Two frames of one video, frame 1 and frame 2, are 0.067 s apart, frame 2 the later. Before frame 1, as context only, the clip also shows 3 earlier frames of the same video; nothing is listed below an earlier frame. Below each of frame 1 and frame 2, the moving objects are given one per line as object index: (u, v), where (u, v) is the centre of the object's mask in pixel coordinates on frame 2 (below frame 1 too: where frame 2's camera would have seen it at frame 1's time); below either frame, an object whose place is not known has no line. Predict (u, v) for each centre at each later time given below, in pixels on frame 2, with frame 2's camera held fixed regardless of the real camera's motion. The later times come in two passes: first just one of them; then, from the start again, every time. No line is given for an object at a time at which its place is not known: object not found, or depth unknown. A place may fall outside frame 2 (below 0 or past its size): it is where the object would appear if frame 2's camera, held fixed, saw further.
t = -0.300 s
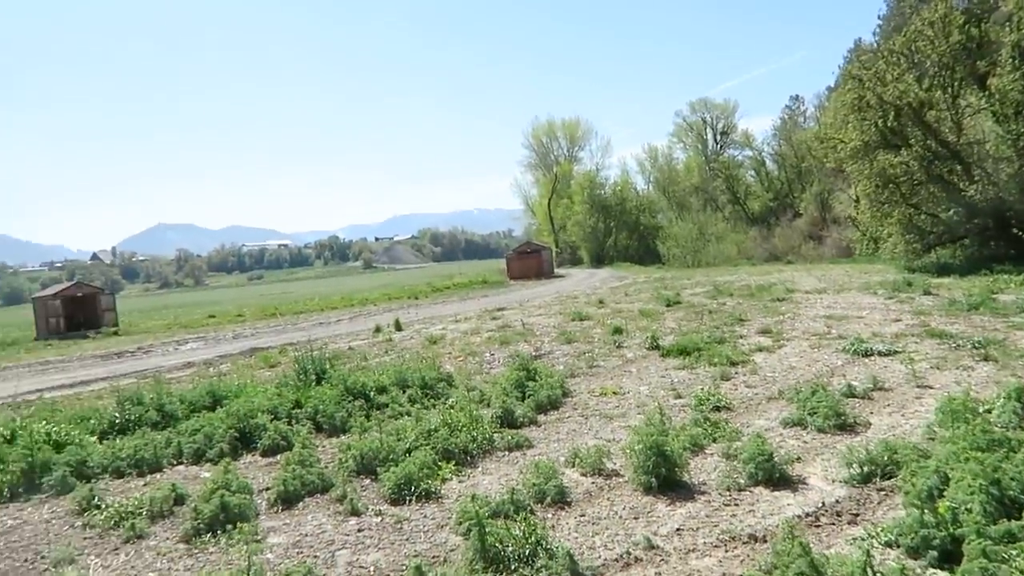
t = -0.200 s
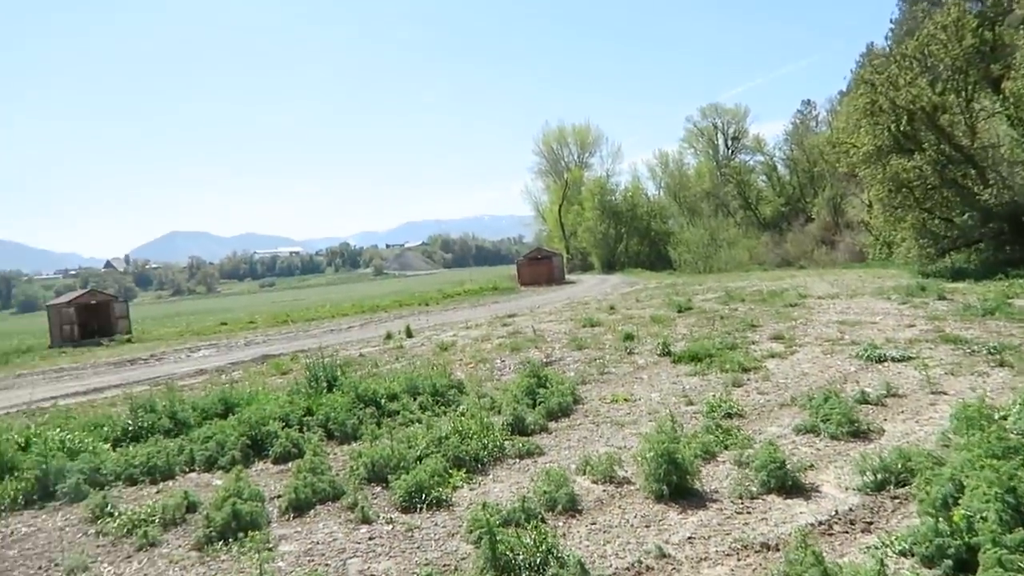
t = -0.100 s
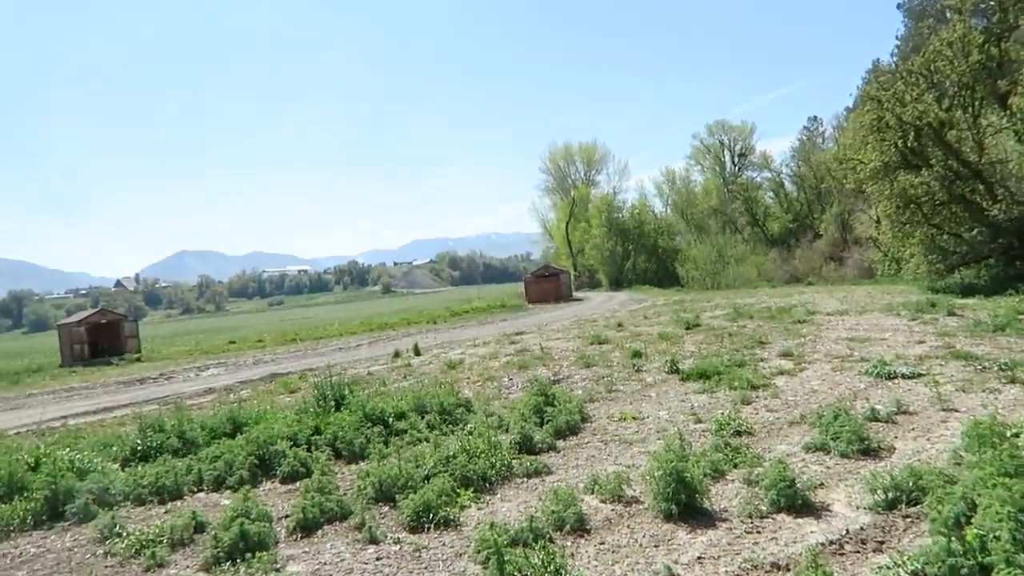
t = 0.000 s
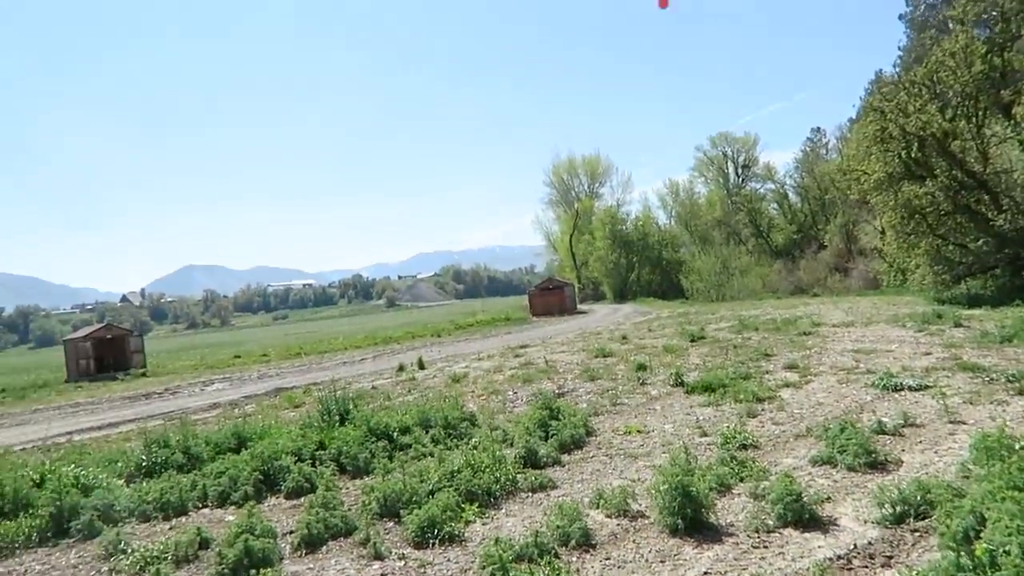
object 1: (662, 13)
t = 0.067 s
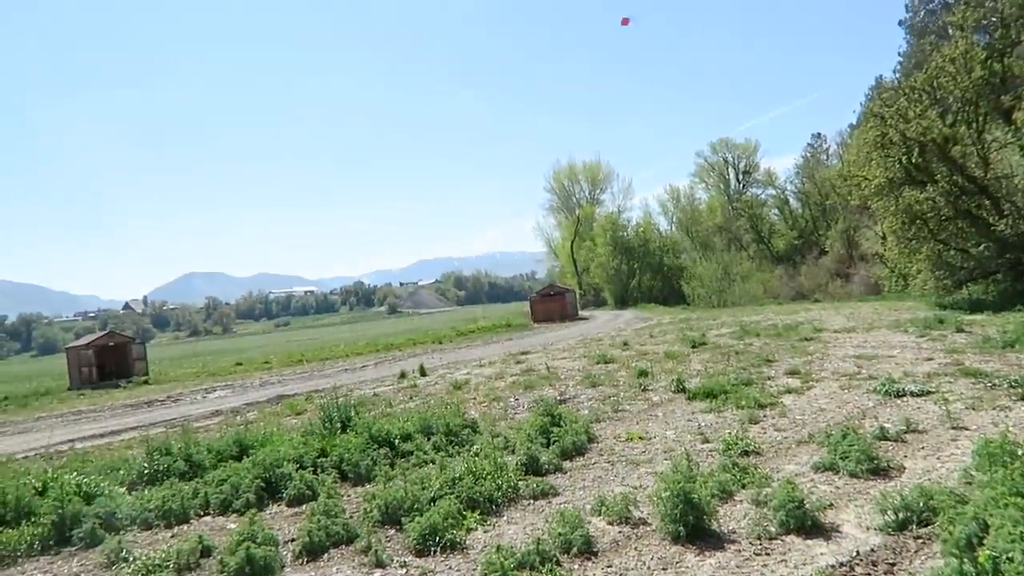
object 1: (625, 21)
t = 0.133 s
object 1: (594, 32)
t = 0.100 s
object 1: (609, 26)
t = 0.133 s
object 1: (594, 32)
